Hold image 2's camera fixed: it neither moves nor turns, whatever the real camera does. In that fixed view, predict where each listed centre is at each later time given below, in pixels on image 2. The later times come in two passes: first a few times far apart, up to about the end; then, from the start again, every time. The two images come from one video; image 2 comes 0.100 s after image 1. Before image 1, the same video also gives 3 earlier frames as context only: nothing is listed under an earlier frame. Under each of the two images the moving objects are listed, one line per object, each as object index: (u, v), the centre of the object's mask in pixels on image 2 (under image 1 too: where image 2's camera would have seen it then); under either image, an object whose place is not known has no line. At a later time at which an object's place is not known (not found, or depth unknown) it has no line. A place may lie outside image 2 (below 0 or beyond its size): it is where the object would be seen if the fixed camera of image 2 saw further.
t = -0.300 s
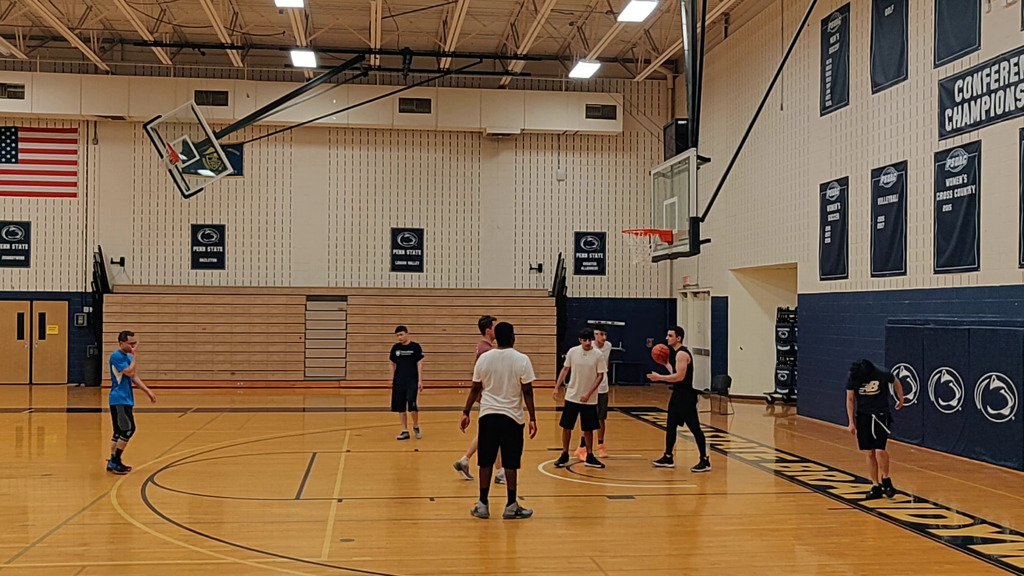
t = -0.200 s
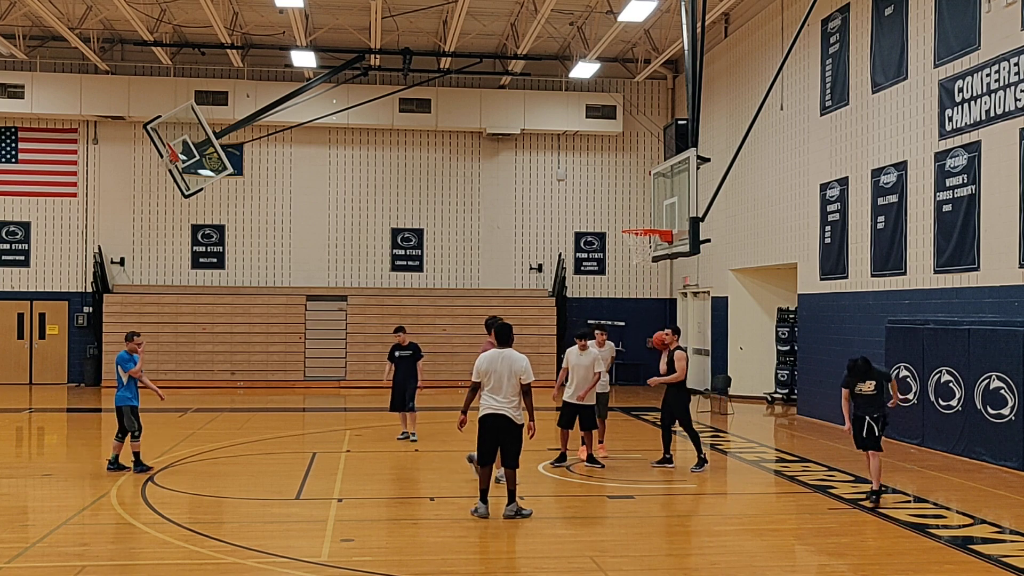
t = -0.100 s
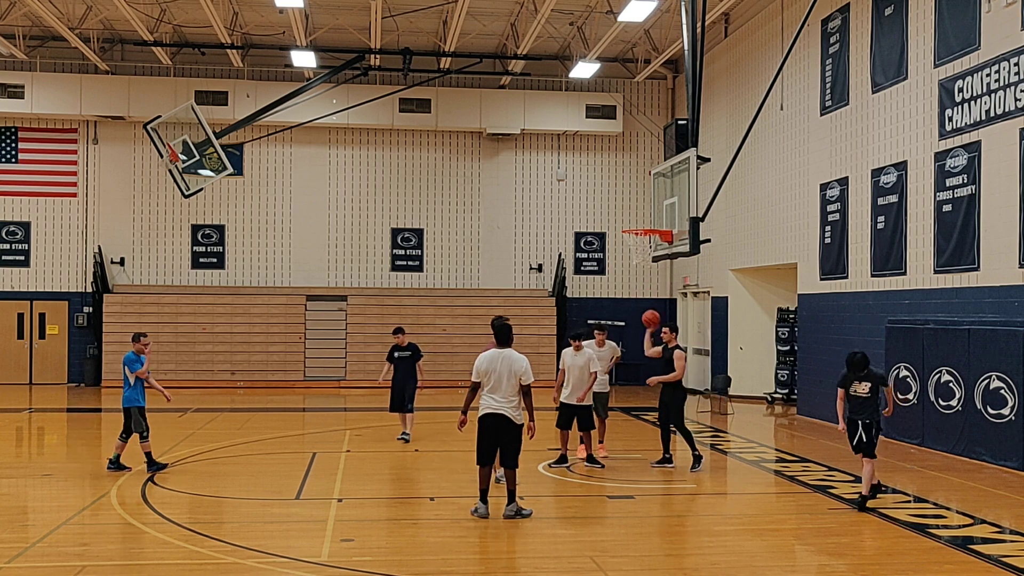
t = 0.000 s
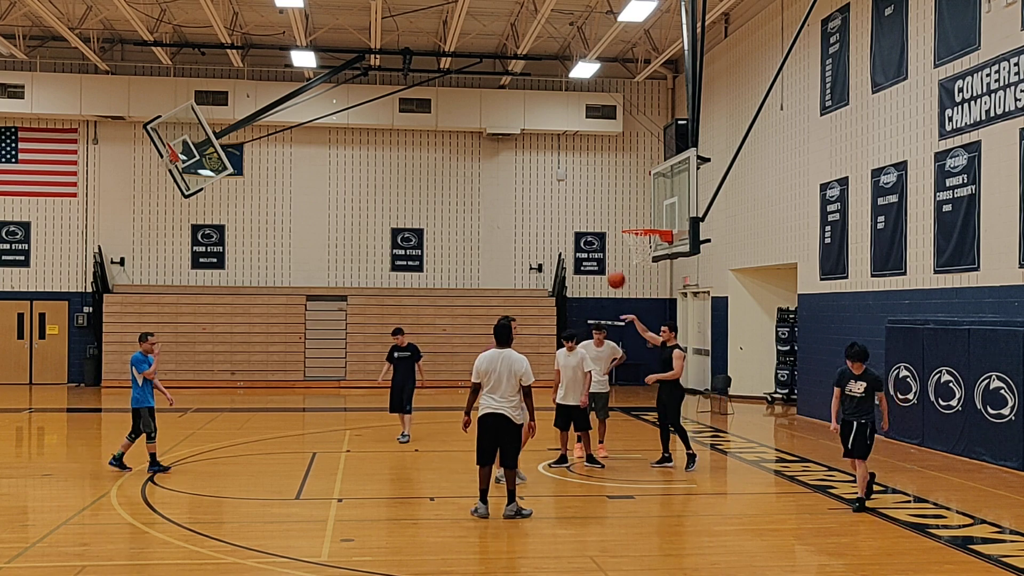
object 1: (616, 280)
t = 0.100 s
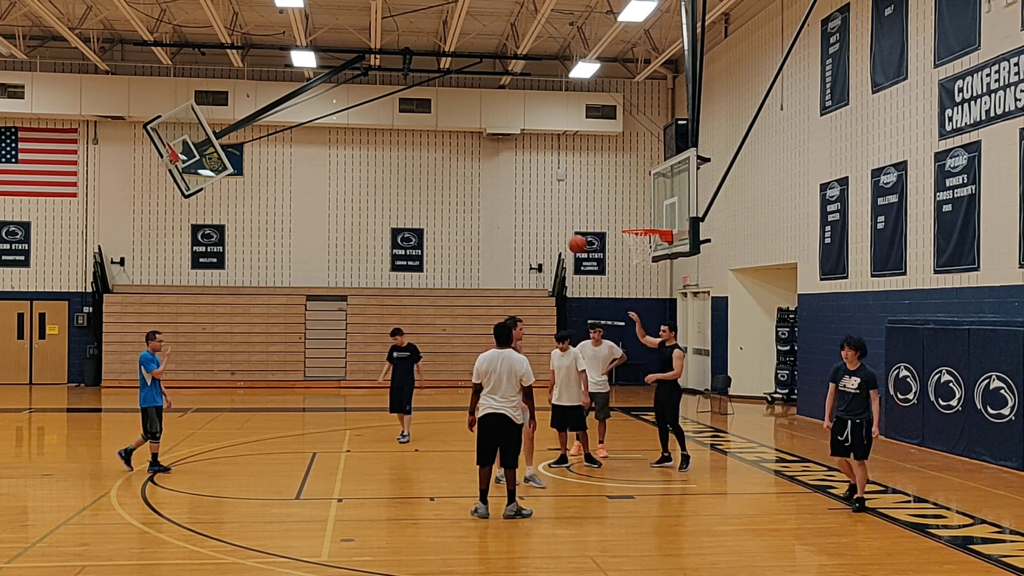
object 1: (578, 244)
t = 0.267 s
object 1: (511, 200)
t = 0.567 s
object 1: (391, 172)
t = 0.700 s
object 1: (337, 181)
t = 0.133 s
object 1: (564, 234)
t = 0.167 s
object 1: (551, 224)
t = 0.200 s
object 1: (538, 215)
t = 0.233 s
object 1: (524, 207)
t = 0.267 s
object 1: (511, 200)
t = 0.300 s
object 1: (498, 194)
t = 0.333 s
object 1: (485, 189)
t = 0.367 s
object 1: (471, 184)
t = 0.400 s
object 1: (458, 180)
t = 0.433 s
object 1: (445, 177)
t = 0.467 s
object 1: (432, 174)
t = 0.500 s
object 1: (418, 173)
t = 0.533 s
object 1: (404, 172)
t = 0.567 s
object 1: (391, 172)
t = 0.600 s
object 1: (378, 173)
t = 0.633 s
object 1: (364, 175)
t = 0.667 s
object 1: (351, 178)
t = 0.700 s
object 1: (337, 181)
